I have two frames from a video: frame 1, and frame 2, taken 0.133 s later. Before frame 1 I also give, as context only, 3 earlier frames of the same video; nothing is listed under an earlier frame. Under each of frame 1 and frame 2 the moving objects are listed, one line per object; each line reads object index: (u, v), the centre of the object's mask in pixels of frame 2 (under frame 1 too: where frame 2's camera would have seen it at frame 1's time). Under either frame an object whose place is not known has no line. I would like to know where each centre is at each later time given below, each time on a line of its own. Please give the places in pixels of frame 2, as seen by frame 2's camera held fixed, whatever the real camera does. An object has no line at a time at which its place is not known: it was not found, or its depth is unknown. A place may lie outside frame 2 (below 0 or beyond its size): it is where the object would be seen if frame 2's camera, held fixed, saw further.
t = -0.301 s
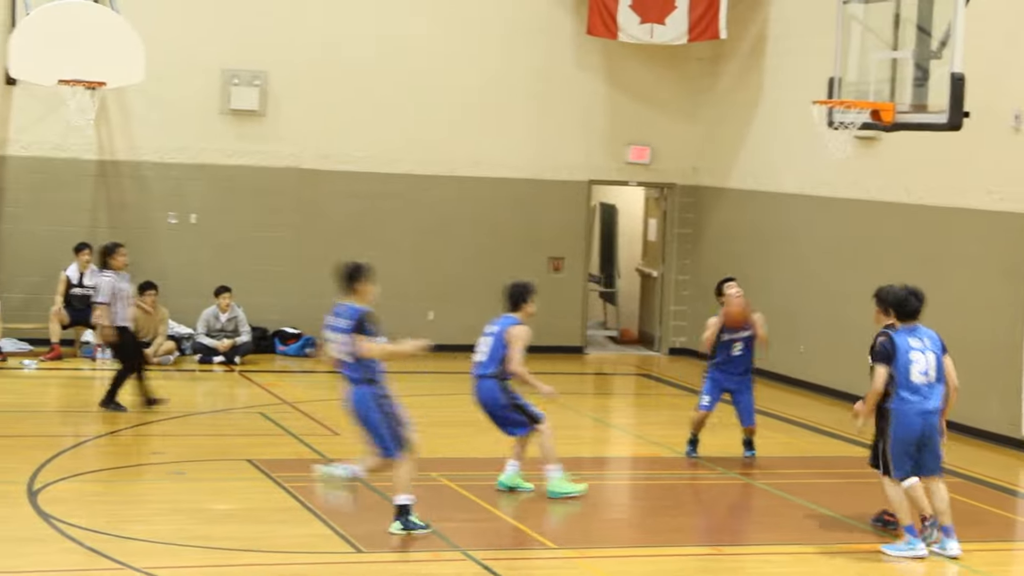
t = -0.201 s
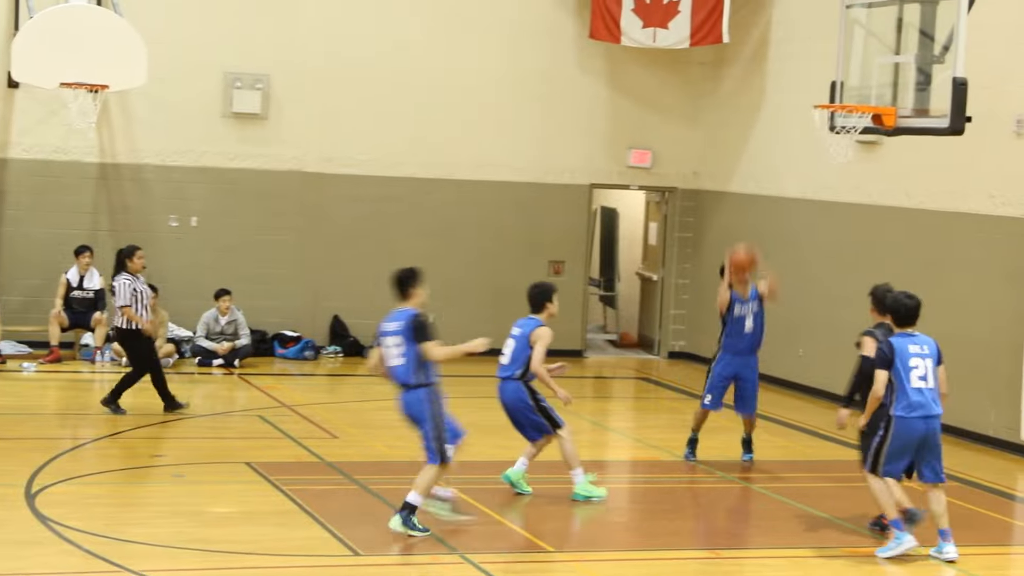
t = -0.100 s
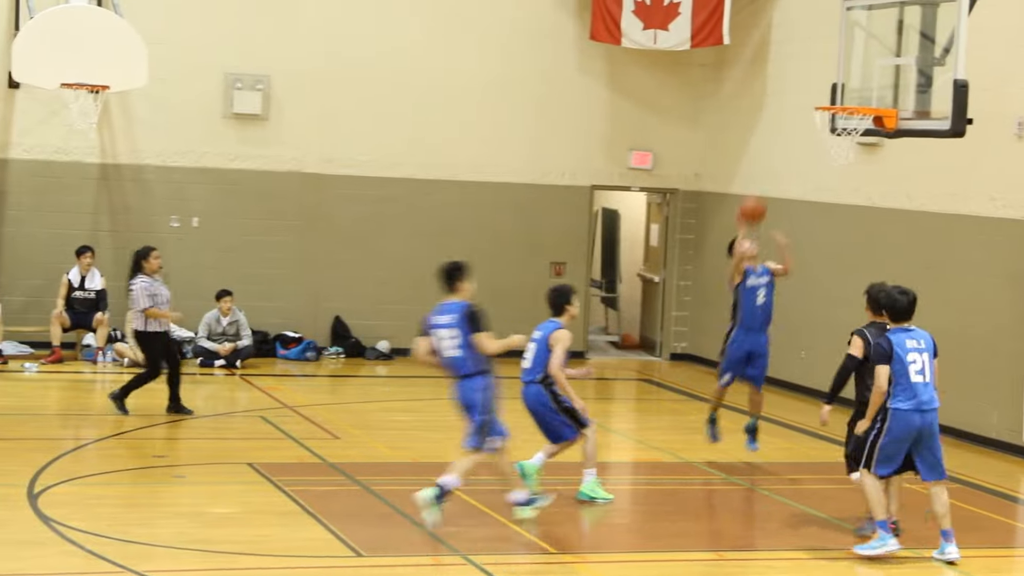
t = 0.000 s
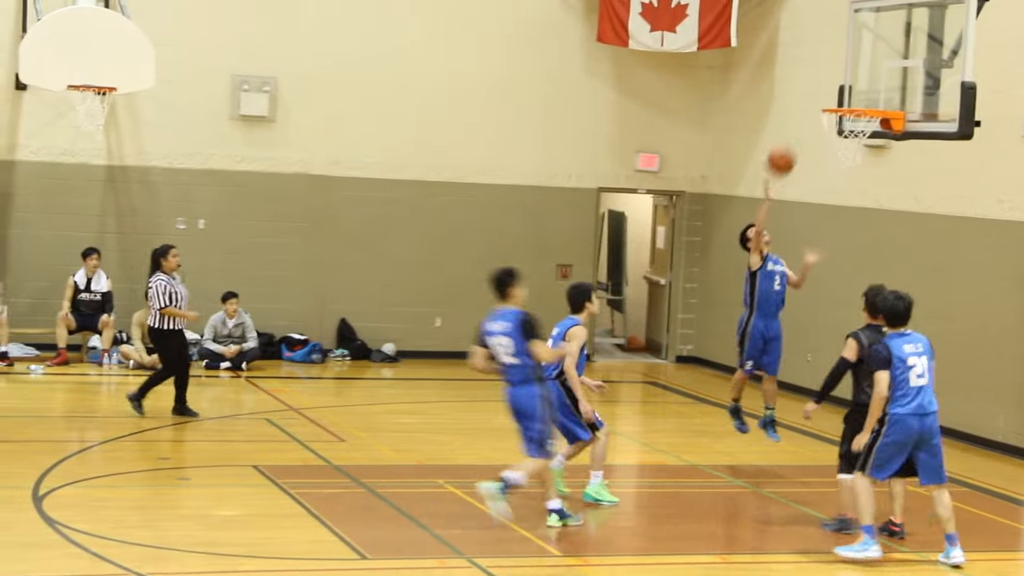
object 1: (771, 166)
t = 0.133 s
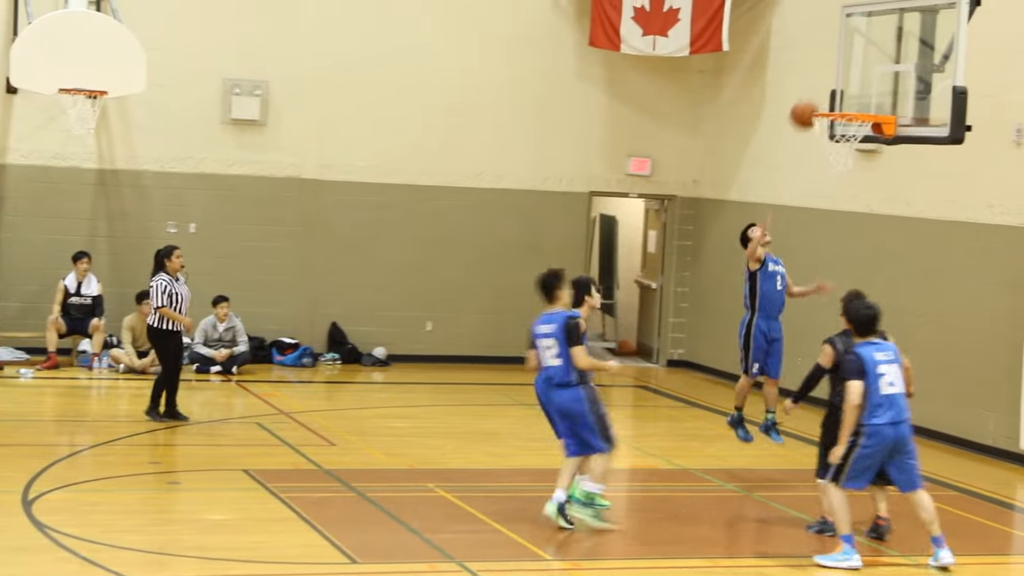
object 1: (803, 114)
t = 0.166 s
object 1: (812, 104)
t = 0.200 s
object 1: (822, 97)
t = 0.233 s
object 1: (831, 89)
